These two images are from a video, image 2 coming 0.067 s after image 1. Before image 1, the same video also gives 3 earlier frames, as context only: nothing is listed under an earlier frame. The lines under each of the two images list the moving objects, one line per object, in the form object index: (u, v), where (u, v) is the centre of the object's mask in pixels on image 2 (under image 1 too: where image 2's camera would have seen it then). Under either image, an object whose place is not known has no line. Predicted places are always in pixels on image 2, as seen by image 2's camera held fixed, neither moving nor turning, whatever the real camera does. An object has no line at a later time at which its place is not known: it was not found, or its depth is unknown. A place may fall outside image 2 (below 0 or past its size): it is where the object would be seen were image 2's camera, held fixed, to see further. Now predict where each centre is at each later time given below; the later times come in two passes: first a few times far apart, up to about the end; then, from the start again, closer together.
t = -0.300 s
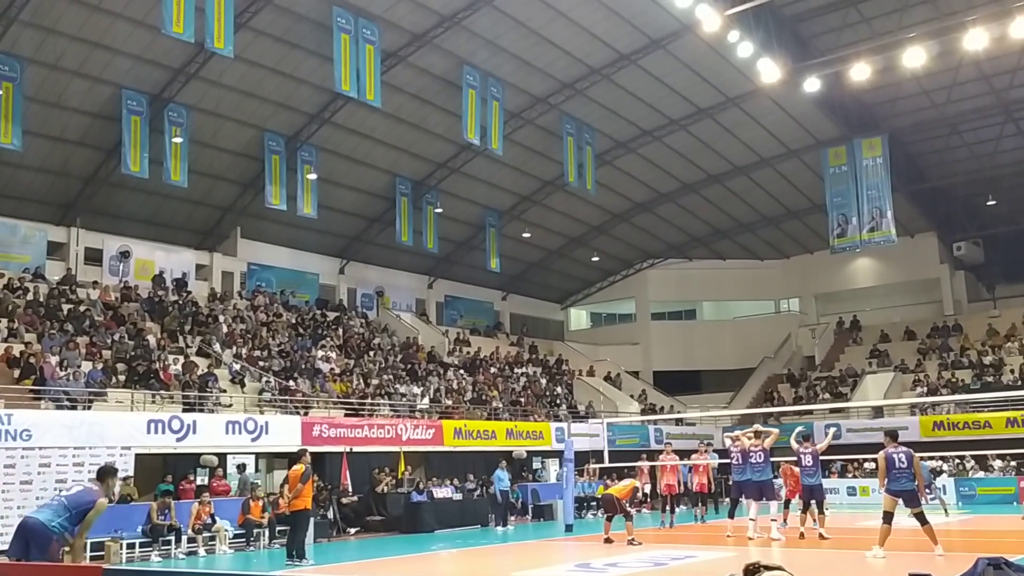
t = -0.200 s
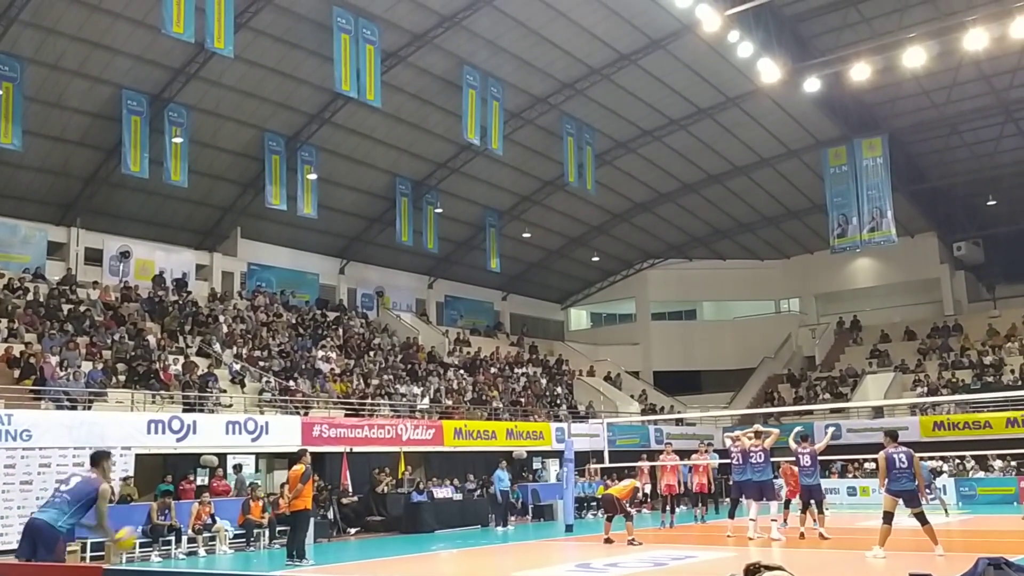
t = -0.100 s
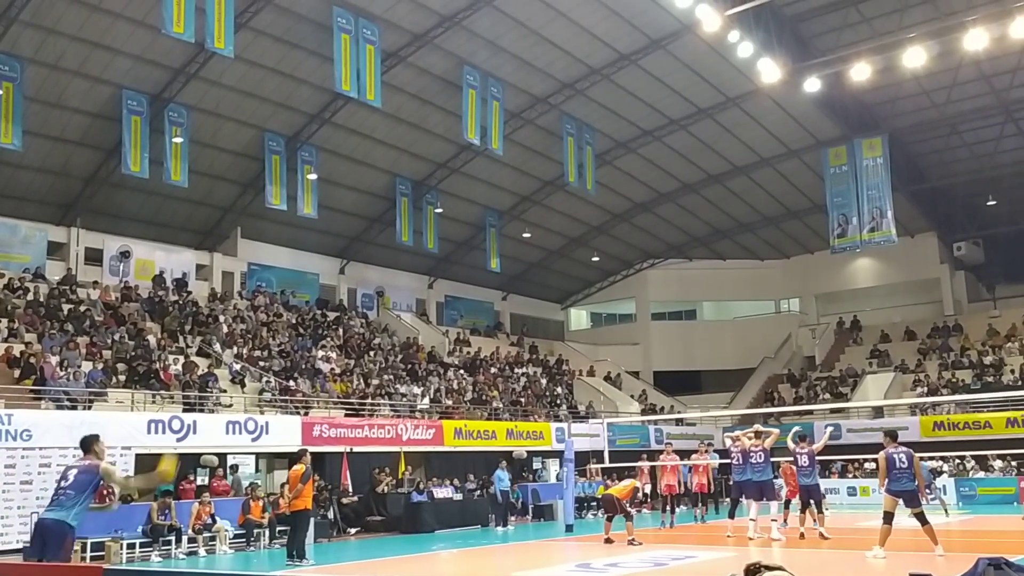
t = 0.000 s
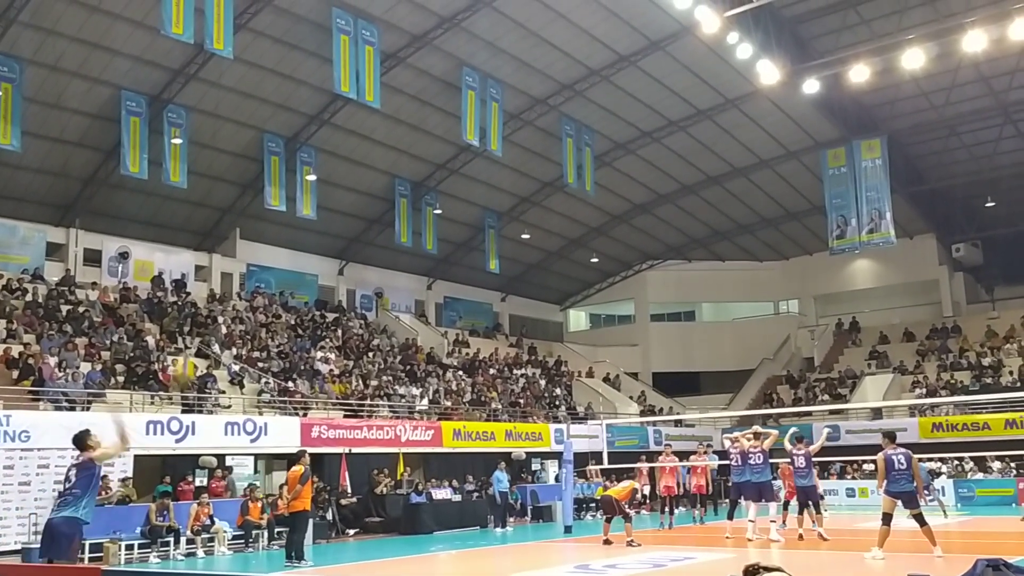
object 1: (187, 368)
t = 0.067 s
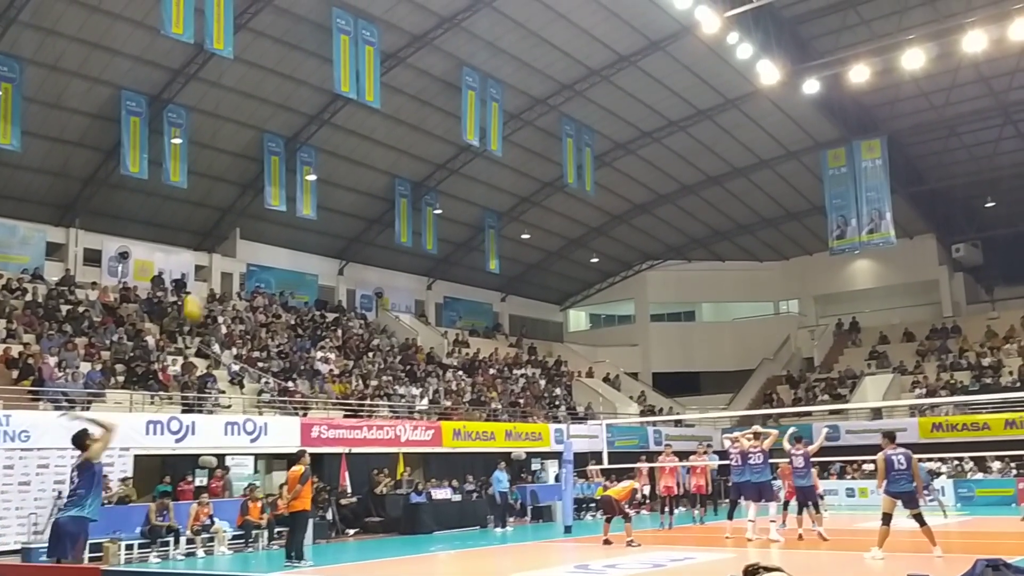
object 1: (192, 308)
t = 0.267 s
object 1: (221, 163)
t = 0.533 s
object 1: (254, 50)
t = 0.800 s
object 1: (287, 0)
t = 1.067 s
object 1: (317, 3)
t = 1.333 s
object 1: (346, 56)
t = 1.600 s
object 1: (370, 156)
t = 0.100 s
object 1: (197, 277)
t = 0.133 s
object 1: (202, 254)
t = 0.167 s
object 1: (206, 231)
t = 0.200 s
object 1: (211, 207)
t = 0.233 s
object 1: (215, 184)
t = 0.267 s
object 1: (221, 163)
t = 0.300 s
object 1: (225, 144)
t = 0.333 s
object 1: (229, 127)
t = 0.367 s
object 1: (233, 113)
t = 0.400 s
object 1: (237, 99)
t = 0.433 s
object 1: (242, 83)
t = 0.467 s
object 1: (247, 69)
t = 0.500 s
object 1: (251, 59)
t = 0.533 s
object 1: (254, 50)
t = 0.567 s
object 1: (258, 40)
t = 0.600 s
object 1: (263, 30)
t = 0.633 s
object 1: (267, 23)
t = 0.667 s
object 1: (271, 17)
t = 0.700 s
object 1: (275, 11)
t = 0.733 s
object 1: (279, 6)
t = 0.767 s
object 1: (283, 2)
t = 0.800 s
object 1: (287, 0)
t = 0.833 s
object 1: (291, -3)
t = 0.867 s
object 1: (295, -4)
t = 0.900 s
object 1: (298, -6)
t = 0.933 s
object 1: (303, -5)
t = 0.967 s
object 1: (306, -4)
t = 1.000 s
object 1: (310, -3)
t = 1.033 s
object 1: (313, 0)
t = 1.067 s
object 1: (317, 3)
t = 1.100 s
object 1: (321, 9)
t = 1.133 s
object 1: (325, 13)
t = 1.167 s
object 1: (329, 19)
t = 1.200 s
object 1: (332, 25)
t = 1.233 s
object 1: (335, 32)
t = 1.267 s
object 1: (339, 40)
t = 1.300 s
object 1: (343, 46)
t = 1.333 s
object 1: (346, 56)
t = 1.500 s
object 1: (361, 114)
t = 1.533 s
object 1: (365, 127)
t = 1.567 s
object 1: (368, 141)
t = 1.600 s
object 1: (370, 156)
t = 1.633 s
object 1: (373, 172)
